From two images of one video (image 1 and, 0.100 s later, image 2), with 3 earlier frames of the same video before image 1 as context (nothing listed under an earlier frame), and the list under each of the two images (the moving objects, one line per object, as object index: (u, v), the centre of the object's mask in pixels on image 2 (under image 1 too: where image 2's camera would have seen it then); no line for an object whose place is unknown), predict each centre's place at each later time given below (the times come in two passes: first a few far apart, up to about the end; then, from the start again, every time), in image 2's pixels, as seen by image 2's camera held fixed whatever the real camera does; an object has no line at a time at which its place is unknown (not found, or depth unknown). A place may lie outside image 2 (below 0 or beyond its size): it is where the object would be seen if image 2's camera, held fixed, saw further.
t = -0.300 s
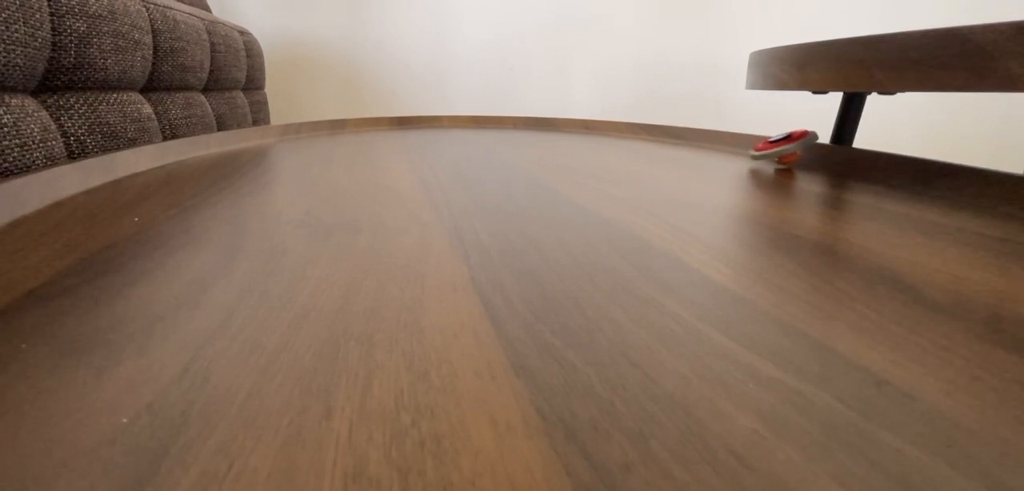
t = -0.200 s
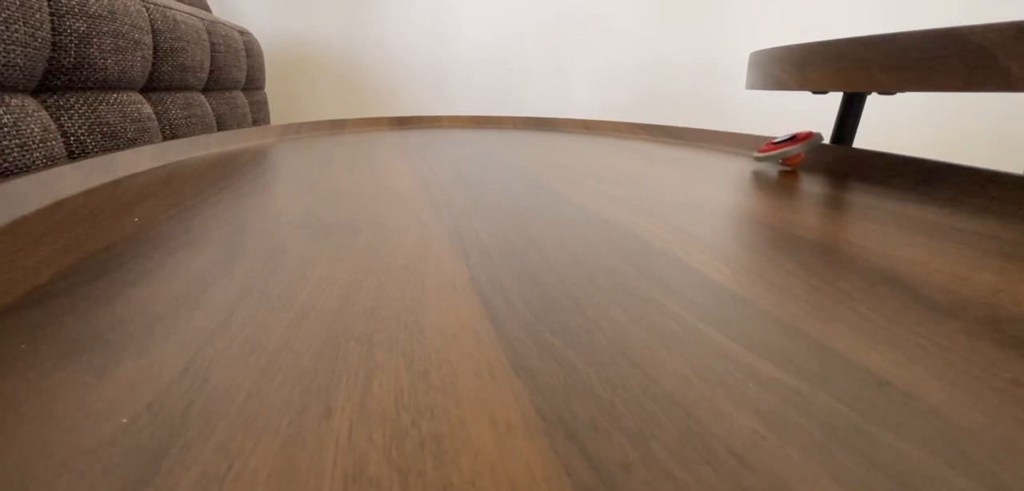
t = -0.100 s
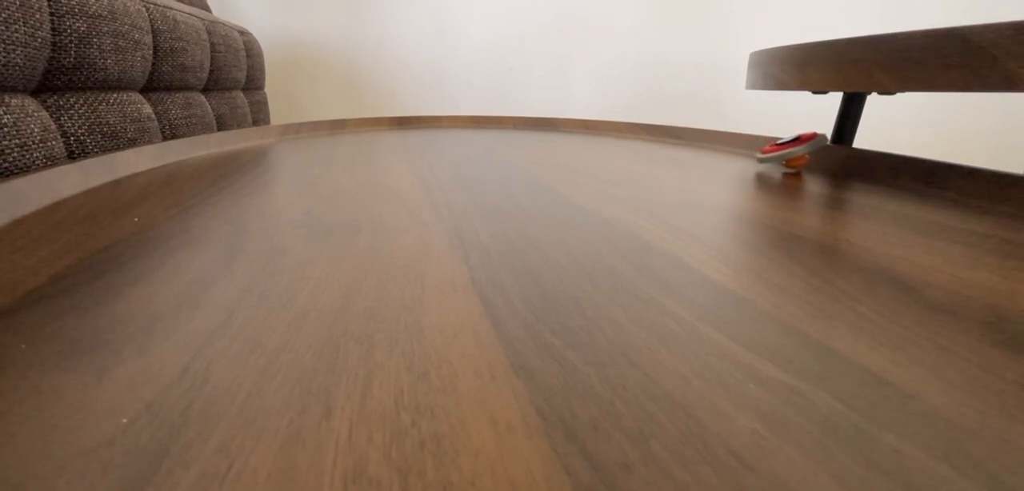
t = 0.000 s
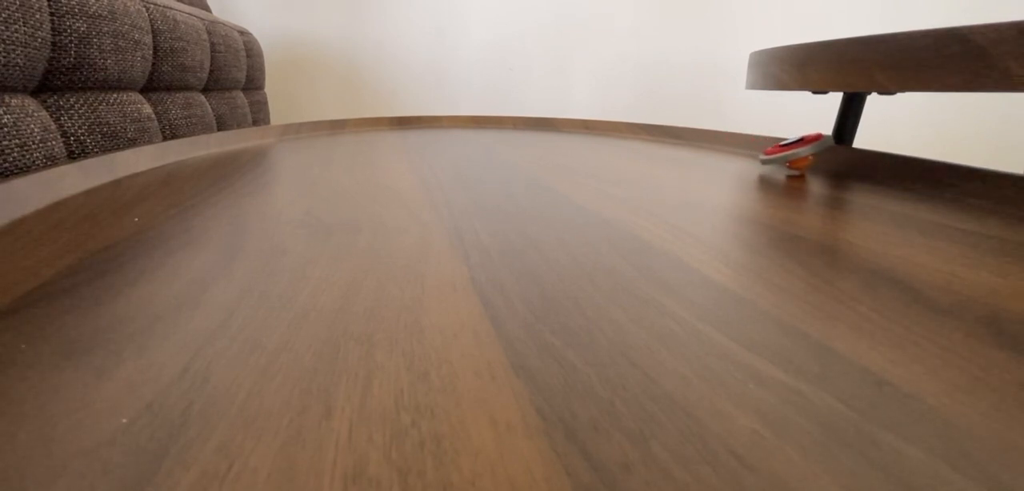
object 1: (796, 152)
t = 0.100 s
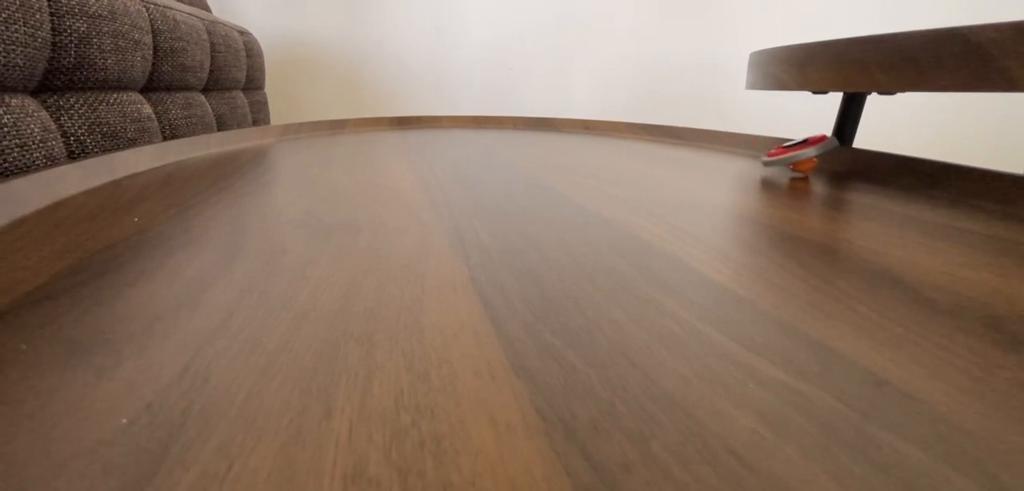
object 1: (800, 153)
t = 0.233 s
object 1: (804, 156)
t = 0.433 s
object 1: (809, 159)
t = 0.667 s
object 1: (811, 163)
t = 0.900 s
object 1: (809, 167)
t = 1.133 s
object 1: (803, 172)
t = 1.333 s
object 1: (794, 175)
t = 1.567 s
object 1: (778, 179)
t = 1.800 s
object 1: (759, 182)
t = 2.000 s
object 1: (738, 185)
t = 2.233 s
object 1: (708, 188)
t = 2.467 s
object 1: (676, 190)
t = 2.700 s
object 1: (638, 192)
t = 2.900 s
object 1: (605, 192)
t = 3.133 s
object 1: (565, 192)
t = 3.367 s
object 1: (525, 191)
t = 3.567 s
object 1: (492, 190)
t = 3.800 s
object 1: (457, 188)
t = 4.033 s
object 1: (423, 186)
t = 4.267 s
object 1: (394, 182)
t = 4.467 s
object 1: (372, 179)
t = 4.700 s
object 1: (352, 175)
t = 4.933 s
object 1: (336, 172)
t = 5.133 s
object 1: (326, 168)
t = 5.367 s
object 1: (318, 164)
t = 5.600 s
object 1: (314, 160)
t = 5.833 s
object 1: (313, 156)
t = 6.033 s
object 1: (314, 153)
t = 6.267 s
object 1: (318, 150)
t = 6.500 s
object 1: (324, 147)
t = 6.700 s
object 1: (330, 145)
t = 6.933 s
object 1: (338, 143)
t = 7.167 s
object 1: (347, 140)
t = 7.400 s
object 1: (358, 138)
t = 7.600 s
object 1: (367, 137)
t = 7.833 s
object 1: (379, 135)
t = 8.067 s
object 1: (391, 134)
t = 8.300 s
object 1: (404, 133)
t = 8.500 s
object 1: (416, 132)
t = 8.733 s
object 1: (430, 131)
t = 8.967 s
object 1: (444, 130)
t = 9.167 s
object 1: (456, 130)
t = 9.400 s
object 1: (470, 129)
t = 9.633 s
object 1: (485, 129)
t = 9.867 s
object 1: (500, 129)
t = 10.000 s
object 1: (507, 129)
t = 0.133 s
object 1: (801, 154)
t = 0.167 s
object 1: (802, 154)
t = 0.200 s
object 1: (803, 155)
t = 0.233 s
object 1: (804, 156)
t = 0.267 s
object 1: (805, 156)
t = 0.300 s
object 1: (805, 157)
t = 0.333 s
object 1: (807, 157)
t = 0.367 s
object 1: (808, 158)
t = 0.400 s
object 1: (808, 158)
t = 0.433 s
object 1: (809, 159)
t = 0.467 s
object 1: (809, 160)
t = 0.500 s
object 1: (810, 160)
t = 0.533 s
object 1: (810, 161)
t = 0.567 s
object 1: (810, 162)
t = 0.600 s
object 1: (811, 162)
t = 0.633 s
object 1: (810, 163)
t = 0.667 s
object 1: (811, 163)
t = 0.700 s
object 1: (811, 164)
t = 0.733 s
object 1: (811, 164)
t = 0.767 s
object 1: (810, 165)
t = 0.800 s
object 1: (810, 165)
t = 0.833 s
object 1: (810, 166)
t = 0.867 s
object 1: (810, 167)
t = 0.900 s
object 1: (809, 167)
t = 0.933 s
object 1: (809, 168)
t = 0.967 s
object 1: (808, 169)
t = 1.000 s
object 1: (807, 169)
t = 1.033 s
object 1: (806, 170)
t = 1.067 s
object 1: (805, 170)
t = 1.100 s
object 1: (804, 171)
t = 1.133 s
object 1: (803, 172)
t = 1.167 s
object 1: (802, 172)
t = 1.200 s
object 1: (801, 173)
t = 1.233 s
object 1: (799, 174)
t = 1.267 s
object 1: (798, 174)
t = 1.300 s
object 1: (796, 175)
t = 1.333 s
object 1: (794, 175)
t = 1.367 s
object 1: (792, 176)
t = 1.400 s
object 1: (790, 176)
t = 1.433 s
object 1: (788, 177)
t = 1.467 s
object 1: (785, 177)
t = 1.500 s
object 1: (782, 178)
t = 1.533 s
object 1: (781, 178)
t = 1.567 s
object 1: (778, 179)
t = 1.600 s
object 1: (776, 179)
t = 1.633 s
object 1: (773, 180)
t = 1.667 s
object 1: (770, 180)
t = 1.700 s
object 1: (768, 181)
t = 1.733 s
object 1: (765, 182)
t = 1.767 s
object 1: (762, 182)
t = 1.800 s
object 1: (759, 182)
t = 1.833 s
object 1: (755, 183)
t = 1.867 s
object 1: (753, 183)
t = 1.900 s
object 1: (749, 184)
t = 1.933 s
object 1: (745, 184)
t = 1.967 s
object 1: (742, 185)
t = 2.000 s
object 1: (738, 185)
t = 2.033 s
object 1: (735, 185)
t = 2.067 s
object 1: (731, 186)
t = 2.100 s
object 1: (727, 186)
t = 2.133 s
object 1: (722, 187)
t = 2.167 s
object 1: (717, 187)
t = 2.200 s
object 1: (713, 188)
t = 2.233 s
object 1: (708, 188)
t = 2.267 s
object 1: (703, 189)
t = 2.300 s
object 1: (699, 189)
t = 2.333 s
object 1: (694, 190)
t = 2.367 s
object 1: (690, 189)
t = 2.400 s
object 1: (684, 190)
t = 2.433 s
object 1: (679, 190)
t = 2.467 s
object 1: (676, 190)
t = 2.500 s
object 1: (670, 190)
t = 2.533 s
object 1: (665, 191)
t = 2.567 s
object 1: (660, 191)
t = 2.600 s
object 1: (654, 191)
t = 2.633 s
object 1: (649, 191)
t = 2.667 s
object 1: (644, 191)
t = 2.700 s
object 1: (638, 192)
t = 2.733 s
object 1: (633, 192)
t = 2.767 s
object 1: (627, 192)
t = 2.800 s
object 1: (622, 192)
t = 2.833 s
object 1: (617, 192)
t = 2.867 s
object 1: (610, 192)
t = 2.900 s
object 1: (605, 192)
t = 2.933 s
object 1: (599, 192)
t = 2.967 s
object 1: (593, 193)
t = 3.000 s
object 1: (588, 192)
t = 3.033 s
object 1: (582, 192)
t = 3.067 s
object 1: (576, 192)
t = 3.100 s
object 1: (571, 192)
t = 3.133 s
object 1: (565, 192)
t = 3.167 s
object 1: (559, 192)
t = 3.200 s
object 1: (553, 192)
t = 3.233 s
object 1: (548, 192)
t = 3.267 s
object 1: (542, 191)
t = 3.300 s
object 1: (536, 191)
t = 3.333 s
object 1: (531, 191)
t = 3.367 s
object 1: (525, 191)
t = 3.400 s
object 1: (520, 191)
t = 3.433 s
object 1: (515, 191)
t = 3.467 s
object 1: (509, 191)
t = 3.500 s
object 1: (503, 191)
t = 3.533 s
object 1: (499, 190)
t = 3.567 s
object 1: (492, 190)
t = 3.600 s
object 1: (488, 190)
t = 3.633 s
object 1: (482, 189)
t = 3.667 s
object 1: (477, 189)
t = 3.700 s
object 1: (472, 189)
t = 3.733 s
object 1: (467, 188)
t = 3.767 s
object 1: (461, 188)
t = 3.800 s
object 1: (457, 188)
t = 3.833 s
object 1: (451, 188)
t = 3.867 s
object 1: (447, 187)
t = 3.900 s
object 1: (442, 186)
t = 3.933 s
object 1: (437, 187)
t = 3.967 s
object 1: (432, 186)
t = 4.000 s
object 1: (427, 186)
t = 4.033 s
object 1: (423, 186)
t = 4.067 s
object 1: (419, 185)
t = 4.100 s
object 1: (414, 185)
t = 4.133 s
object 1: (410, 184)
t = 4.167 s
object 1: (406, 184)
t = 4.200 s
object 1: (402, 183)
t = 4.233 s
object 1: (398, 183)
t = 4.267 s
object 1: (394, 182)
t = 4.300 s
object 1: (390, 182)
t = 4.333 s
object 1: (387, 181)
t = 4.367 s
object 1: (383, 181)
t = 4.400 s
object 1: (379, 181)
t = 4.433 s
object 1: (376, 180)
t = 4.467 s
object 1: (372, 179)
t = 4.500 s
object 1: (369, 179)
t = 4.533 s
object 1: (366, 178)
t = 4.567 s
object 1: (363, 178)
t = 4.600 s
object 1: (360, 177)
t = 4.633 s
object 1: (357, 176)
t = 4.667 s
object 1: (354, 176)
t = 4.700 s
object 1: (352, 175)
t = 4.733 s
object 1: (349, 175)
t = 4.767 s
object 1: (347, 175)
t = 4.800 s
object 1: (344, 174)
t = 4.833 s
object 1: (342, 173)
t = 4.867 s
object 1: (340, 173)
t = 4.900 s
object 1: (338, 172)
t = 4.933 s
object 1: (336, 172)
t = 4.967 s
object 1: (334, 171)
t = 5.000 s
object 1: (332, 171)
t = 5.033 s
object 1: (331, 170)
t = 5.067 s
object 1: (329, 169)
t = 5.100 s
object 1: (327, 169)
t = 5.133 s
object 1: (326, 168)
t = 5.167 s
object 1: (324, 168)
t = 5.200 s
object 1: (323, 167)
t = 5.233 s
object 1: (322, 167)
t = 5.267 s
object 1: (321, 166)
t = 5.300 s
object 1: (319, 166)
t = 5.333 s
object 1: (319, 165)
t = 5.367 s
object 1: (318, 164)
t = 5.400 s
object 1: (317, 164)
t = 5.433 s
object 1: (316, 163)
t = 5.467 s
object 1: (315, 162)
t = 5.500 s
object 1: (315, 162)
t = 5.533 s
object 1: (315, 161)
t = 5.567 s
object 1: (314, 161)
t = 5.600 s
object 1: (314, 160)
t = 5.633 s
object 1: (314, 160)
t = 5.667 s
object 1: (314, 159)
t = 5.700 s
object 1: (314, 159)
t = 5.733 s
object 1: (313, 158)
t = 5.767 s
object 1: (313, 158)
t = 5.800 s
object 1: (313, 157)
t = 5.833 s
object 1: (313, 156)
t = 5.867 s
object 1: (313, 156)
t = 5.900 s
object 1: (314, 155)
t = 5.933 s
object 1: (313, 155)
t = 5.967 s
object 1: (314, 154)
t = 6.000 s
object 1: (314, 154)
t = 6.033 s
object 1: (314, 153)
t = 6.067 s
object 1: (315, 153)
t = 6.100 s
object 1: (315, 152)
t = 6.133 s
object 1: (316, 152)
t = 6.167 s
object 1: (317, 152)
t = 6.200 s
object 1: (317, 151)
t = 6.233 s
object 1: (317, 151)
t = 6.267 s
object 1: (318, 150)
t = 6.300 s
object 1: (319, 150)
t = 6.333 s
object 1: (319, 149)
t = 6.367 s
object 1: (321, 149)
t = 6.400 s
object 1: (321, 149)
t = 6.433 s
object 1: (322, 148)
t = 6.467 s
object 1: (323, 148)
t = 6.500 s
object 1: (324, 147)
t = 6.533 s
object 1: (325, 147)
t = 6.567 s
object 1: (326, 146)
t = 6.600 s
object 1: (327, 146)
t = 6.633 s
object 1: (328, 146)
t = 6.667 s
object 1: (330, 145)
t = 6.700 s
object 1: (330, 145)
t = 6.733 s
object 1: (332, 144)
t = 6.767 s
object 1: (332, 144)
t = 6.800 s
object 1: (334, 144)
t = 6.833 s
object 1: (335, 144)
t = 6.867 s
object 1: (336, 143)
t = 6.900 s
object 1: (337, 143)
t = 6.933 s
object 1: (338, 143)
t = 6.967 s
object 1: (340, 142)
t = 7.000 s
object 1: (341, 142)
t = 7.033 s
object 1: (342, 142)
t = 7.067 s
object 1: (343, 141)
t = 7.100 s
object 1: (345, 141)
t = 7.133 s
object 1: (346, 141)
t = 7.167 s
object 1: (347, 140)
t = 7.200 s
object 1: (349, 140)
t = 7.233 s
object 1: (350, 140)
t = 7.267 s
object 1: (352, 139)
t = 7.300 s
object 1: (353, 139)
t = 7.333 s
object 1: (355, 138)
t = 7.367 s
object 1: (356, 139)
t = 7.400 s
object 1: (358, 138)
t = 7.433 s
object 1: (359, 138)
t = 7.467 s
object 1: (361, 138)
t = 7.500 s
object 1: (362, 137)
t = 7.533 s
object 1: (364, 137)
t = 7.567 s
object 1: (365, 137)
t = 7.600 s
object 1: (367, 137)
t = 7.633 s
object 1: (368, 137)
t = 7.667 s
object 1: (370, 136)
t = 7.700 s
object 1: (372, 136)
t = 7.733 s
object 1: (373, 136)
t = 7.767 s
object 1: (375, 136)
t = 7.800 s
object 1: (377, 136)
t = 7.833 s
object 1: (379, 135)
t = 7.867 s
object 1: (381, 135)
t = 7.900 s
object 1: (382, 135)
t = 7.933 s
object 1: (384, 135)
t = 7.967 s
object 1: (386, 134)
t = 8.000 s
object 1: (388, 134)
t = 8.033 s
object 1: (389, 134)
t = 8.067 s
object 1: (391, 134)
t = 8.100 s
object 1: (393, 134)
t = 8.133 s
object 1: (395, 133)
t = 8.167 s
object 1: (397, 133)
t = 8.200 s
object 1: (398, 133)
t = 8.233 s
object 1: (400, 133)
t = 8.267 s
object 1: (402, 133)
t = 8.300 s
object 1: (404, 133)
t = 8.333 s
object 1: (406, 133)
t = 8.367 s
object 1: (408, 132)
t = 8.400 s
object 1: (410, 132)
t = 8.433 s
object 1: (412, 132)
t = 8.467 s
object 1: (414, 132)
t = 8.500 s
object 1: (416, 132)
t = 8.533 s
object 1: (418, 132)
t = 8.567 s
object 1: (420, 132)
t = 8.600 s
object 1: (422, 131)
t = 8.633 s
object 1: (424, 131)
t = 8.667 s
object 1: (426, 131)
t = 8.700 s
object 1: (428, 131)
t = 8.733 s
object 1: (430, 131)
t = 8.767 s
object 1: (432, 131)
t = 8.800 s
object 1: (434, 131)
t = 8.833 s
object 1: (436, 131)
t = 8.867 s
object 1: (438, 131)
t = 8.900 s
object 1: (440, 131)
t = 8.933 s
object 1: (442, 131)
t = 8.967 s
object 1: (444, 130)
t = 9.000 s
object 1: (445, 130)
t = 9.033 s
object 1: (448, 130)
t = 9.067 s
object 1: (450, 130)
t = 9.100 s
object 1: (451, 130)
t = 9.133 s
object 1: (453, 130)
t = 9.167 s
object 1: (456, 130)
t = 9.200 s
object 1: (457, 130)
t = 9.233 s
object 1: (459, 130)
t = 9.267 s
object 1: (462, 130)
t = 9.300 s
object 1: (464, 130)
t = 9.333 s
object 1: (466, 129)
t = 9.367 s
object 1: (468, 129)
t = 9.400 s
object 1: (470, 129)
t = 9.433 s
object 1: (472, 129)
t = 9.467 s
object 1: (475, 129)
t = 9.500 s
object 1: (477, 129)
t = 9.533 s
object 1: (479, 130)
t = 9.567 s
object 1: (481, 129)
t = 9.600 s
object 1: (483, 130)
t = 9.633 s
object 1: (485, 129)
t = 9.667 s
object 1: (487, 129)
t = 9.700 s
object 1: (489, 129)
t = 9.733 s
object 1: (491, 129)
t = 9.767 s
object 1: (493, 129)
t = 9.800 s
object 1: (495, 129)
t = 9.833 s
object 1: (497, 129)
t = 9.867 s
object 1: (500, 129)
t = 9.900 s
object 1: (502, 129)
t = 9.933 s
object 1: (504, 129)
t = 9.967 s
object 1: (506, 129)
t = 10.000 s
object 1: (507, 129)
